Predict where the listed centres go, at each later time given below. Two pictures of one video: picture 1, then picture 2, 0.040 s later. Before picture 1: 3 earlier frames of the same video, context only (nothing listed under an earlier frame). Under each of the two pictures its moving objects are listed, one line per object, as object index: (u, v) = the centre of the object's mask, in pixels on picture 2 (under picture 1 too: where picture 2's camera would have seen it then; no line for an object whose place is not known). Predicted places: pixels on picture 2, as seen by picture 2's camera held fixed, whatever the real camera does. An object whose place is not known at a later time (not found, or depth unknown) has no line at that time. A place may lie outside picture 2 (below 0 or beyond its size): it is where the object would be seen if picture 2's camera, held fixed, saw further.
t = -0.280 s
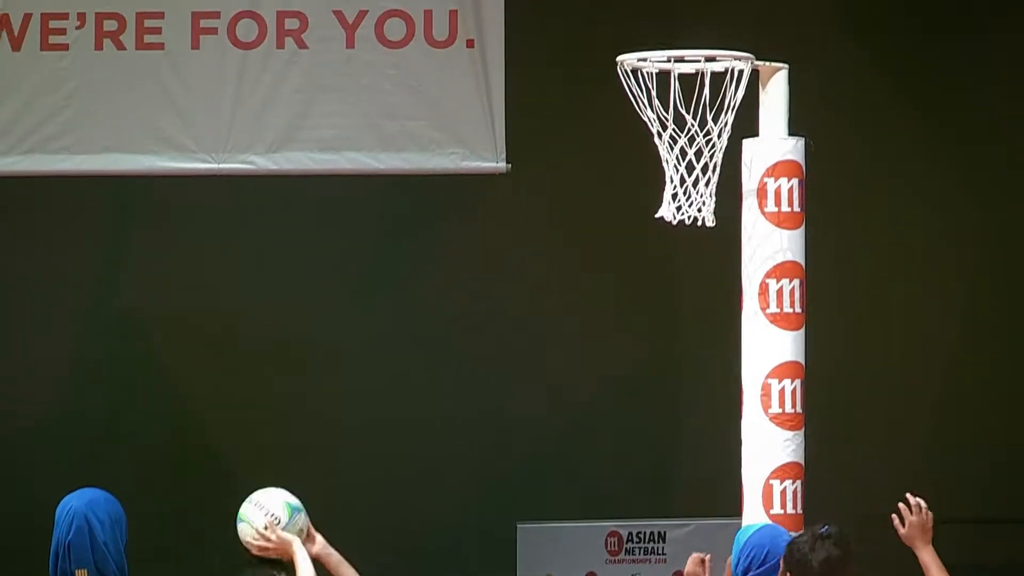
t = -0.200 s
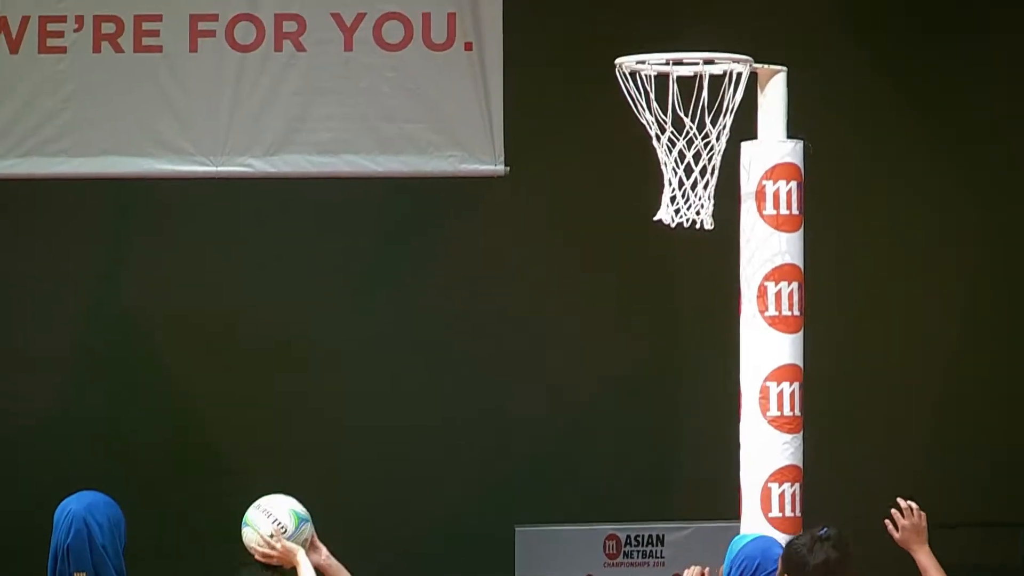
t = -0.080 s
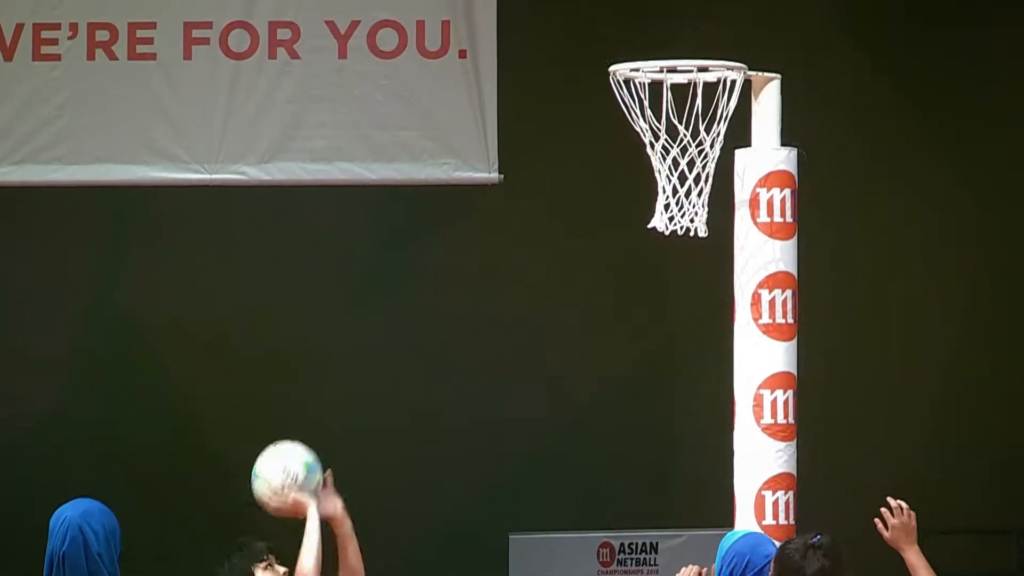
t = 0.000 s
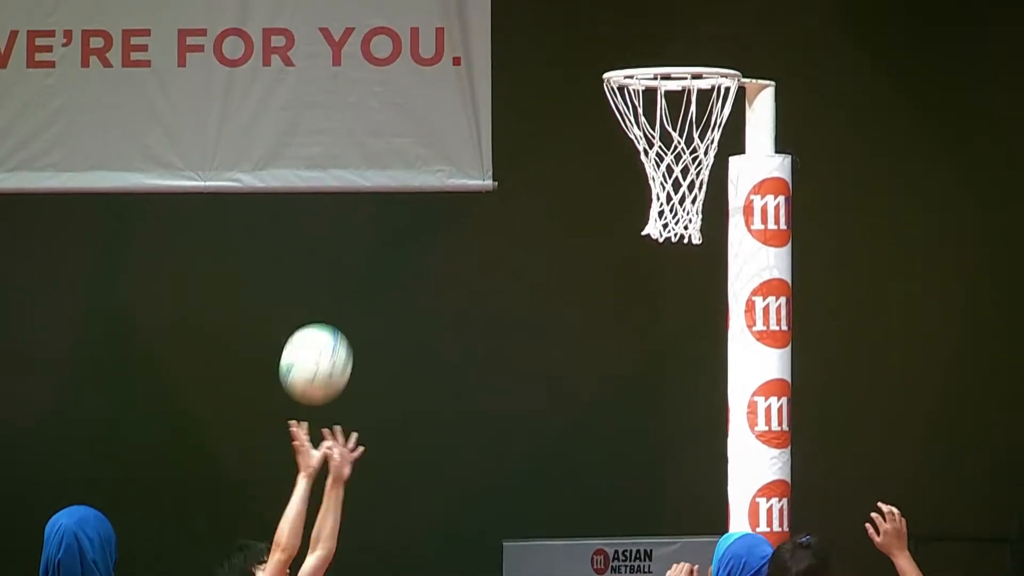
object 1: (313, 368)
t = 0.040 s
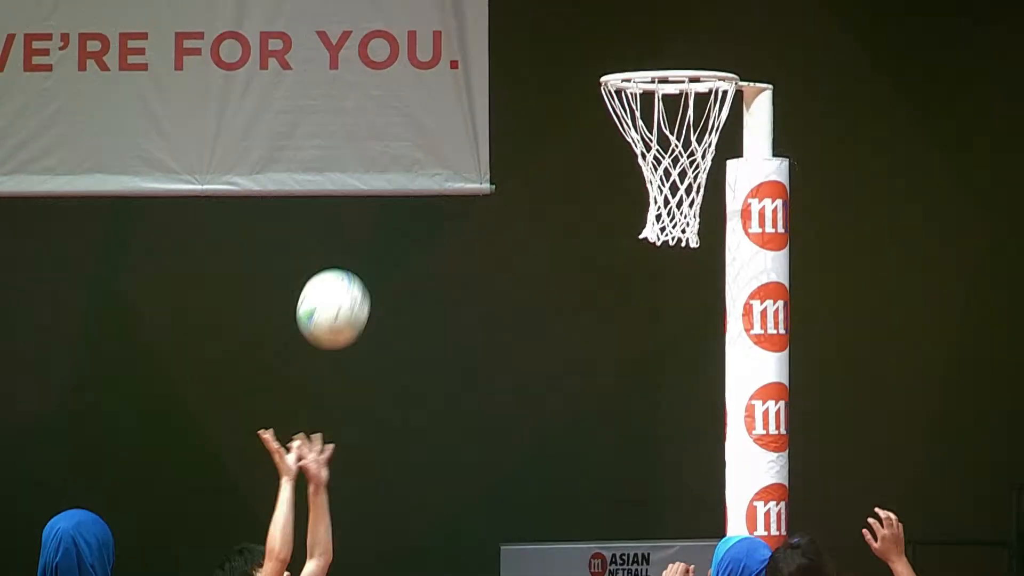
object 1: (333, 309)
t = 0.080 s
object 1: (353, 255)
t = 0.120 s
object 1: (373, 206)
